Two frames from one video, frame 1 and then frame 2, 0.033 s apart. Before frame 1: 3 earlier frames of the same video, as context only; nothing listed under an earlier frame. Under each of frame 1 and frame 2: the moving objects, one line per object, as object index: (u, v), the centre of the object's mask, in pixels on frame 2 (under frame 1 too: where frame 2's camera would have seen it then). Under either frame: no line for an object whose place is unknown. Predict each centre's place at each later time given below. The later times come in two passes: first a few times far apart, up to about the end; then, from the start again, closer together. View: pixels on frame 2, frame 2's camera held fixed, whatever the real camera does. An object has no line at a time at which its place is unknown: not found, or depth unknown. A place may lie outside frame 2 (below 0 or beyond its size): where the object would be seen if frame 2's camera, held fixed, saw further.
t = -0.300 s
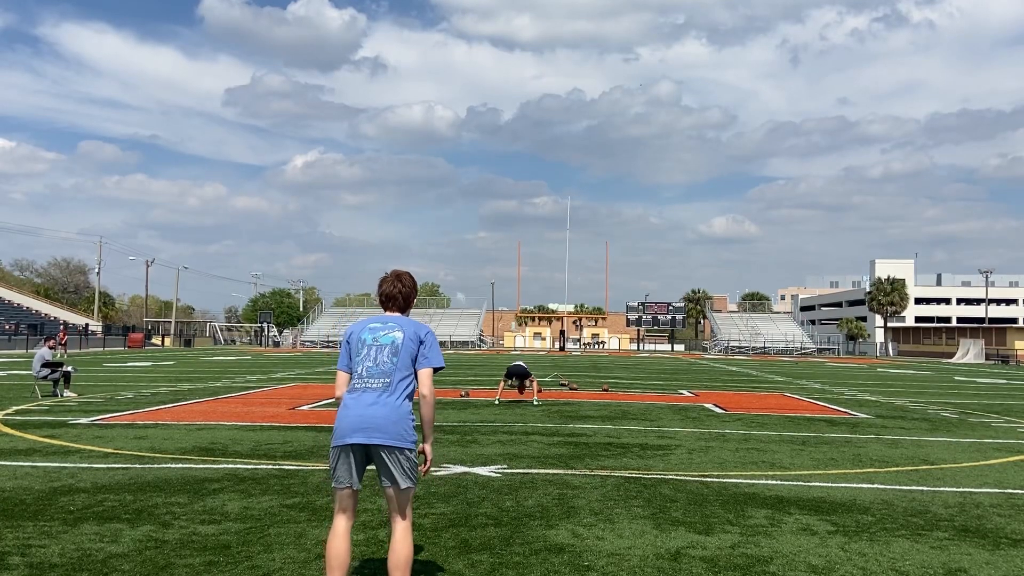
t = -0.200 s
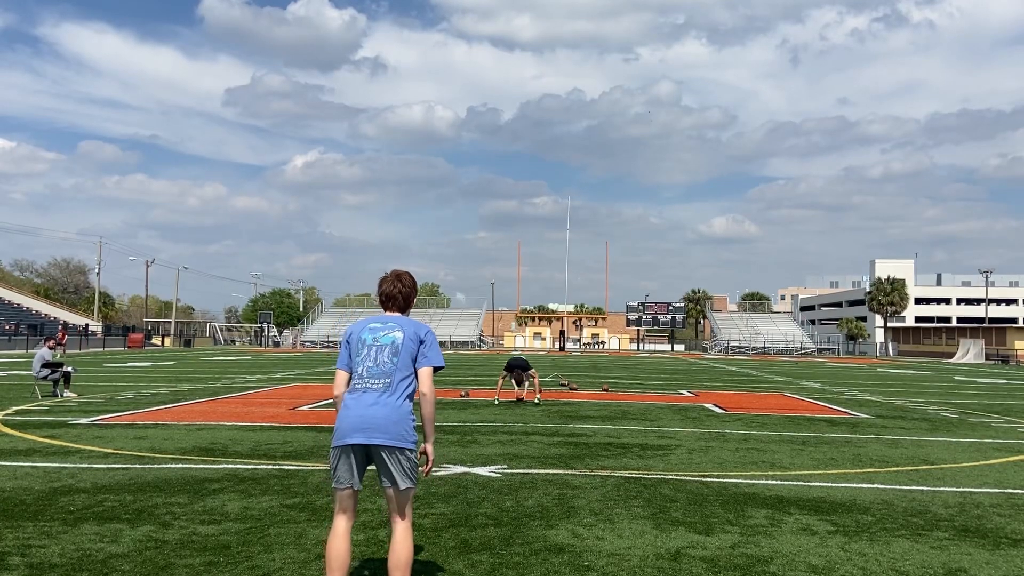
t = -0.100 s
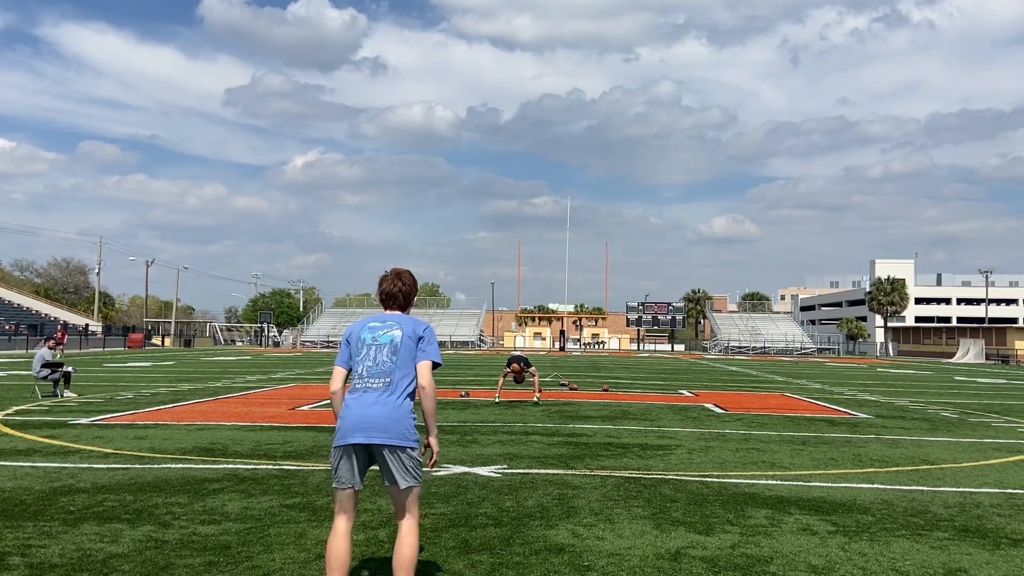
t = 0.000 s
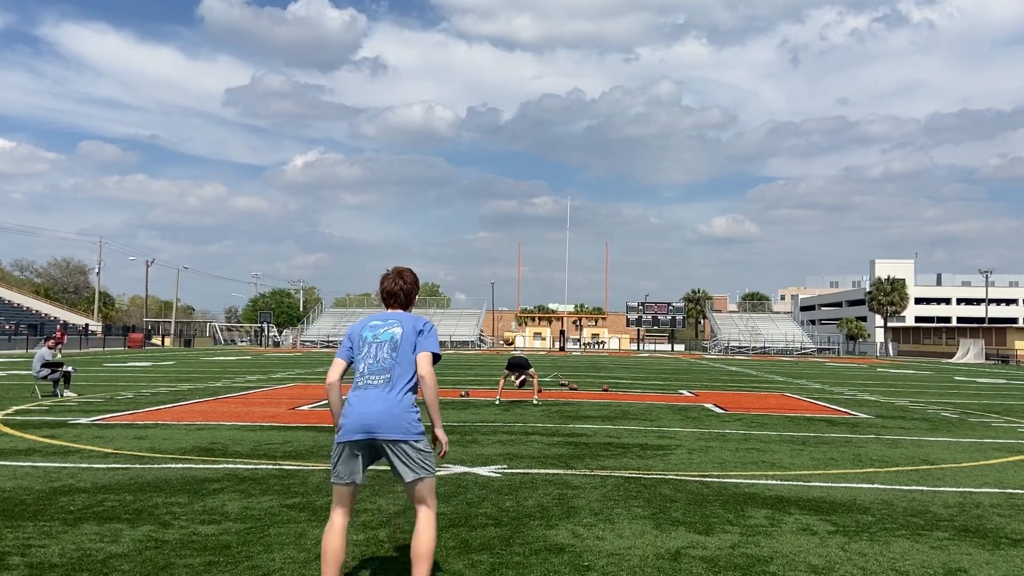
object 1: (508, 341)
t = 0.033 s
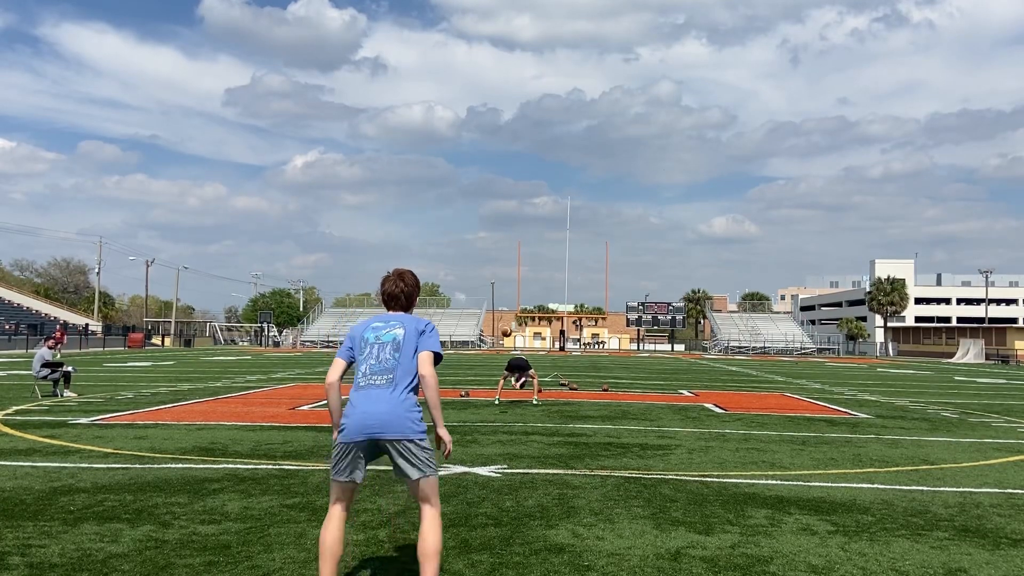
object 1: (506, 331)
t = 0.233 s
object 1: (490, 283)
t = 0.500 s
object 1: (457, 233)
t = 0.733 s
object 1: (399, 219)
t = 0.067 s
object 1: (504, 323)
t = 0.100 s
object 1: (502, 314)
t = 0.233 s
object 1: (490, 283)
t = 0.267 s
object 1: (487, 276)
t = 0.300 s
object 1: (484, 269)
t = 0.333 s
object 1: (481, 261)
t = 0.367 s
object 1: (477, 255)
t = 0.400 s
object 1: (472, 249)
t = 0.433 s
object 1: (467, 243)
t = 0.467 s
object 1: (462, 237)
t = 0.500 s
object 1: (457, 233)
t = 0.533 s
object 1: (451, 228)
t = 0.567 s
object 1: (444, 224)
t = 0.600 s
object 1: (437, 221)
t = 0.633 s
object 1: (429, 219)
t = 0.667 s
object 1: (420, 218)
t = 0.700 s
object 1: (411, 218)
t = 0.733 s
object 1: (399, 219)
